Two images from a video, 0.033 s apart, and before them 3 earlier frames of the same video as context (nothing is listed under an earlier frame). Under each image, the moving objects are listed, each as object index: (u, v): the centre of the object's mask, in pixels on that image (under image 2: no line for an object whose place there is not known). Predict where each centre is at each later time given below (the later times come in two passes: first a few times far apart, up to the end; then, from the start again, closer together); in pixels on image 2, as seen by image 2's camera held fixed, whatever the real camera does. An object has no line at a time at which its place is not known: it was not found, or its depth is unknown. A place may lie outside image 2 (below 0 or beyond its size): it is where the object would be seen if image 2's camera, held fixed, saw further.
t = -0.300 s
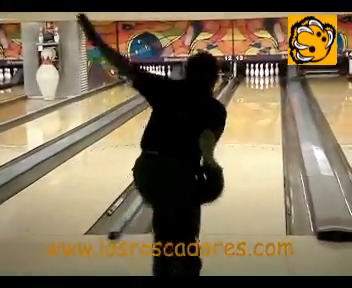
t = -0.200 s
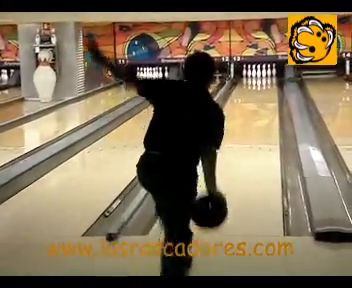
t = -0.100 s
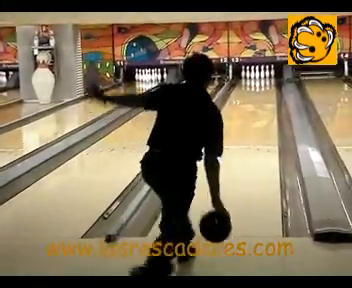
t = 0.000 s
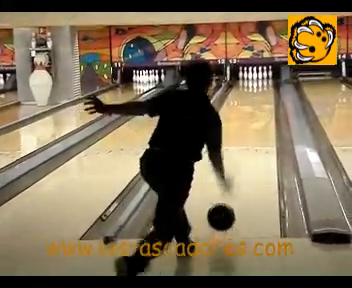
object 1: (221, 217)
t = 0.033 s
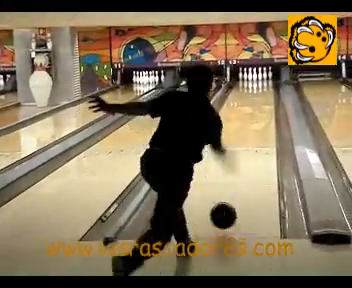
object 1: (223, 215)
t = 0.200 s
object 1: (231, 190)
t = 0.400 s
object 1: (237, 163)
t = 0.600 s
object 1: (241, 140)
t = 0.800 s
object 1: (244, 126)
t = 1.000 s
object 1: (246, 114)
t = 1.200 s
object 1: (248, 105)
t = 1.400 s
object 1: (250, 97)
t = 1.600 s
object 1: (251, 91)
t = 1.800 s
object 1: (251, 87)
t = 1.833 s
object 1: (251, 86)
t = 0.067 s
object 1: (225, 214)
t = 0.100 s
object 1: (227, 207)
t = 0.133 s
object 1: (228, 199)
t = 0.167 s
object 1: (230, 195)
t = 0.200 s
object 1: (231, 190)
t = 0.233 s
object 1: (232, 184)
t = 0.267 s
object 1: (233, 179)
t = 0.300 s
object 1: (234, 174)
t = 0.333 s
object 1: (235, 172)
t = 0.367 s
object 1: (236, 167)
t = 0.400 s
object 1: (237, 163)
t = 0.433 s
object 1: (238, 159)
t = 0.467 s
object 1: (238, 155)
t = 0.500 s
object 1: (239, 151)
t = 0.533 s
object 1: (240, 148)
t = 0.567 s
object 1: (241, 143)
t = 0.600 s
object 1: (241, 140)
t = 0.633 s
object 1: (242, 137)
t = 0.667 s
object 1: (242, 135)
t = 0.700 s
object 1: (242, 133)
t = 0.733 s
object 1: (243, 130)
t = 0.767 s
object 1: (244, 128)
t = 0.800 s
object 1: (244, 126)
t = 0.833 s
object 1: (245, 124)
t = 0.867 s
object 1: (245, 121)
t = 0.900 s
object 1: (246, 119)
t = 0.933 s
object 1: (246, 118)
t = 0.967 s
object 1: (246, 116)
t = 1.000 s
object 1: (246, 114)
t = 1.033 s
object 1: (247, 112)
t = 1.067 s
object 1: (247, 111)
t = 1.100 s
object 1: (247, 109)
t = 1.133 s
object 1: (248, 108)
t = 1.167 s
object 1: (248, 106)
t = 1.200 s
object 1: (248, 105)
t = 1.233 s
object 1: (248, 104)
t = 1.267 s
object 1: (249, 102)
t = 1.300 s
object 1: (249, 101)
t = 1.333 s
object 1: (249, 100)
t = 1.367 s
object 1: (250, 98)
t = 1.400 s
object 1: (250, 97)
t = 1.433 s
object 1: (250, 96)
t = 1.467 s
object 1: (250, 95)
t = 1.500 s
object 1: (250, 94)
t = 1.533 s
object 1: (250, 93)
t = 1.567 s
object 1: (251, 92)
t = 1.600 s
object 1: (251, 91)
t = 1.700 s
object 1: (251, 89)
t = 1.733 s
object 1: (251, 89)
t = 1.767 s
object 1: (251, 88)
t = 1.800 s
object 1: (251, 87)
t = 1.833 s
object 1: (251, 86)
